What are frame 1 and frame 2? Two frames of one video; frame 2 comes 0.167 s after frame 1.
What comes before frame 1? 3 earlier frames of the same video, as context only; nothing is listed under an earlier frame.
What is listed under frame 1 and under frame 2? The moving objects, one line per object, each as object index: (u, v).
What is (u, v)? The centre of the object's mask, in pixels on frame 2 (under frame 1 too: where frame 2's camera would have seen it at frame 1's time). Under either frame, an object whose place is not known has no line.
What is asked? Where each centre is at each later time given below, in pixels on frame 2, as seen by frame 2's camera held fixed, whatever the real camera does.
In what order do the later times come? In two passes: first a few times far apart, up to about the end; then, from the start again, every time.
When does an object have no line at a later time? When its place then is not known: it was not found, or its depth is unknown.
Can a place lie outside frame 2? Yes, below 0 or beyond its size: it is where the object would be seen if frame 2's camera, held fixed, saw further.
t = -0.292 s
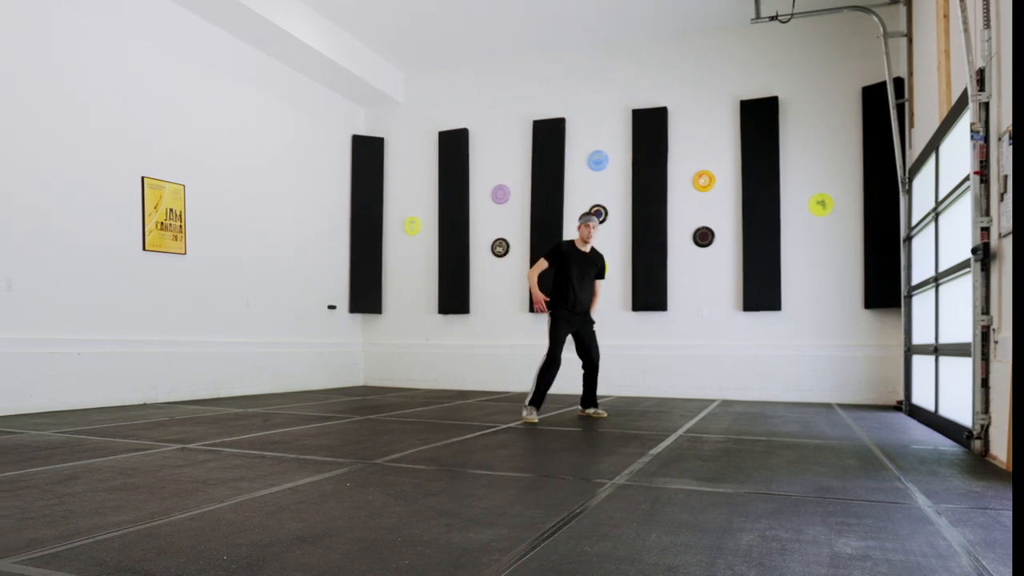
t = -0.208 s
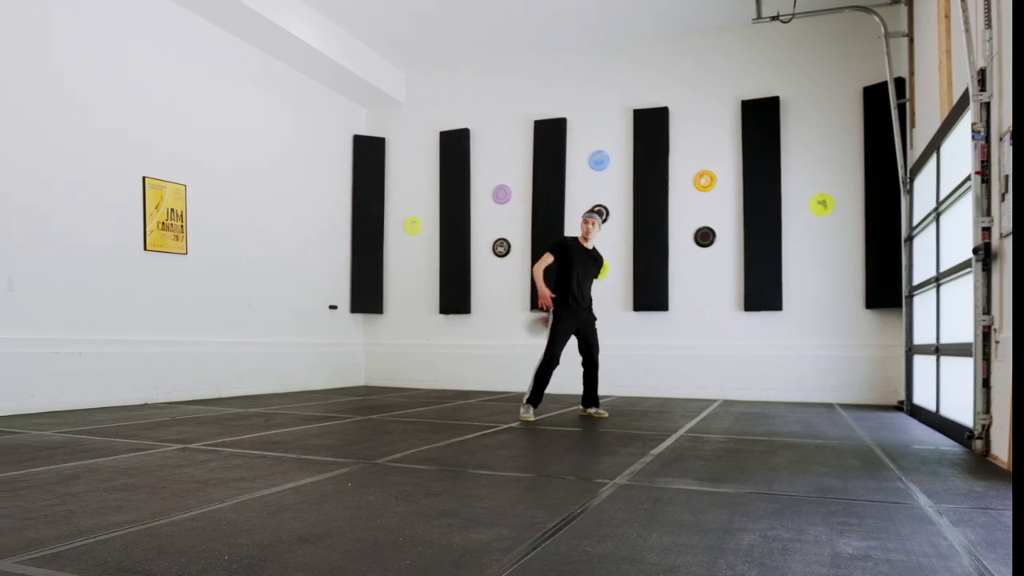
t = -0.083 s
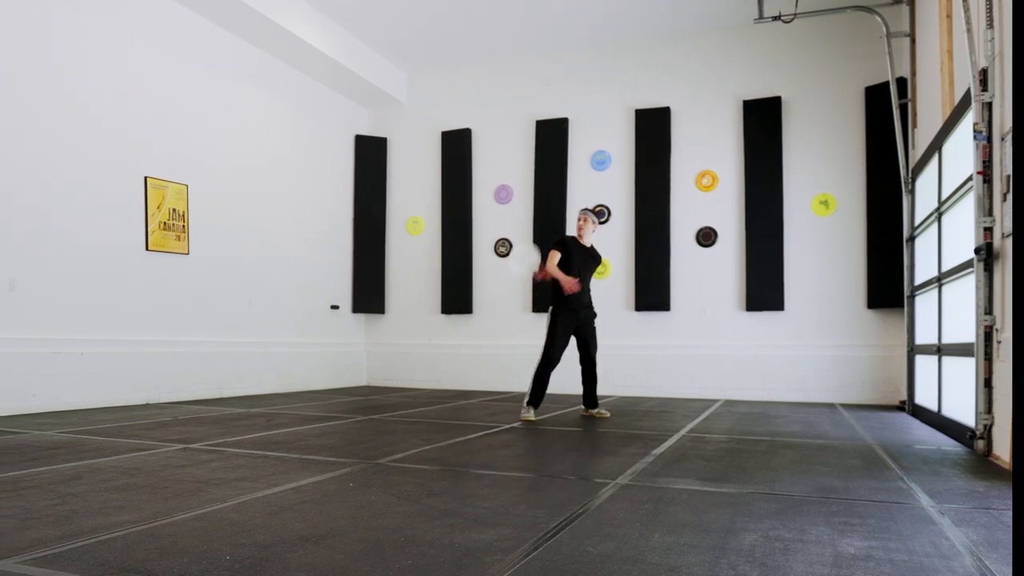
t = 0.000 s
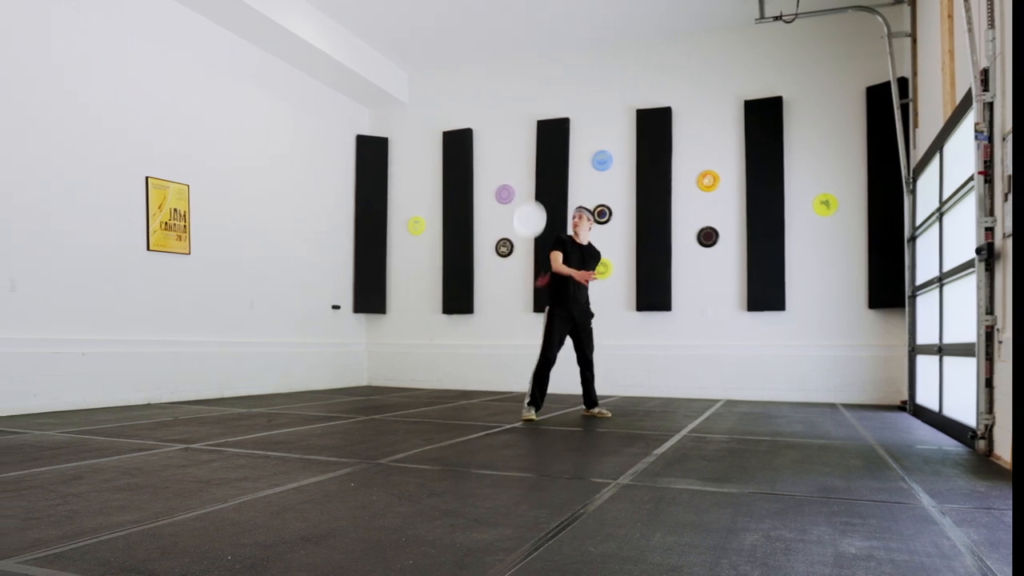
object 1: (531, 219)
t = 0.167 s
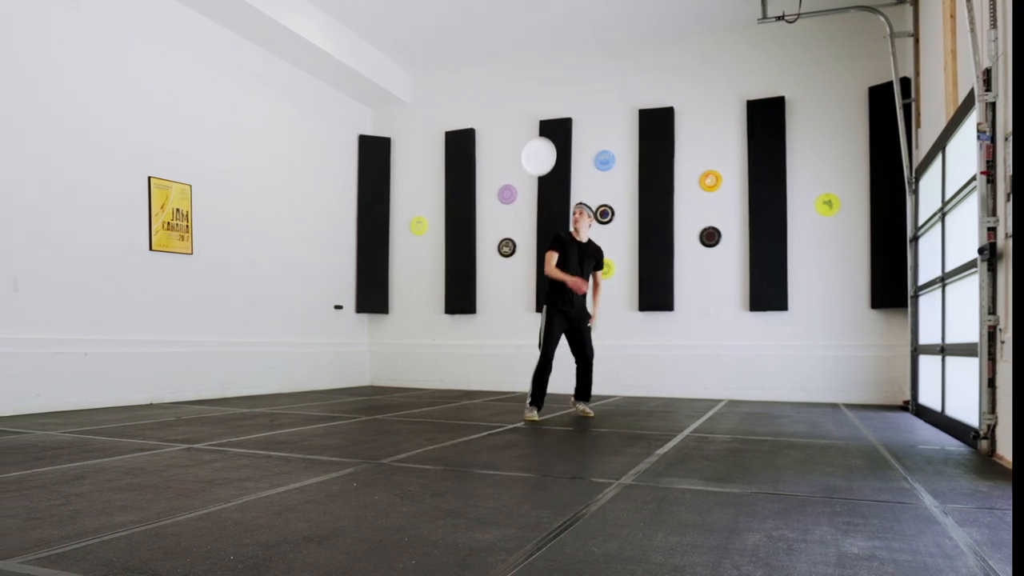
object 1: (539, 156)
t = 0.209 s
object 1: (541, 145)
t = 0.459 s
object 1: (551, 119)
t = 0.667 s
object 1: (558, 162)
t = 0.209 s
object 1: (541, 145)
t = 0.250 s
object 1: (542, 136)
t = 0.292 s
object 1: (544, 128)
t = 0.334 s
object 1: (546, 123)
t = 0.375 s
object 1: (547, 119)
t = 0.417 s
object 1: (549, 118)
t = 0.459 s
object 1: (551, 119)
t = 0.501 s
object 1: (552, 123)
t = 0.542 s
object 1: (554, 129)
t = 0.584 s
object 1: (555, 137)
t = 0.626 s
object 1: (557, 148)
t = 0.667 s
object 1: (558, 162)
